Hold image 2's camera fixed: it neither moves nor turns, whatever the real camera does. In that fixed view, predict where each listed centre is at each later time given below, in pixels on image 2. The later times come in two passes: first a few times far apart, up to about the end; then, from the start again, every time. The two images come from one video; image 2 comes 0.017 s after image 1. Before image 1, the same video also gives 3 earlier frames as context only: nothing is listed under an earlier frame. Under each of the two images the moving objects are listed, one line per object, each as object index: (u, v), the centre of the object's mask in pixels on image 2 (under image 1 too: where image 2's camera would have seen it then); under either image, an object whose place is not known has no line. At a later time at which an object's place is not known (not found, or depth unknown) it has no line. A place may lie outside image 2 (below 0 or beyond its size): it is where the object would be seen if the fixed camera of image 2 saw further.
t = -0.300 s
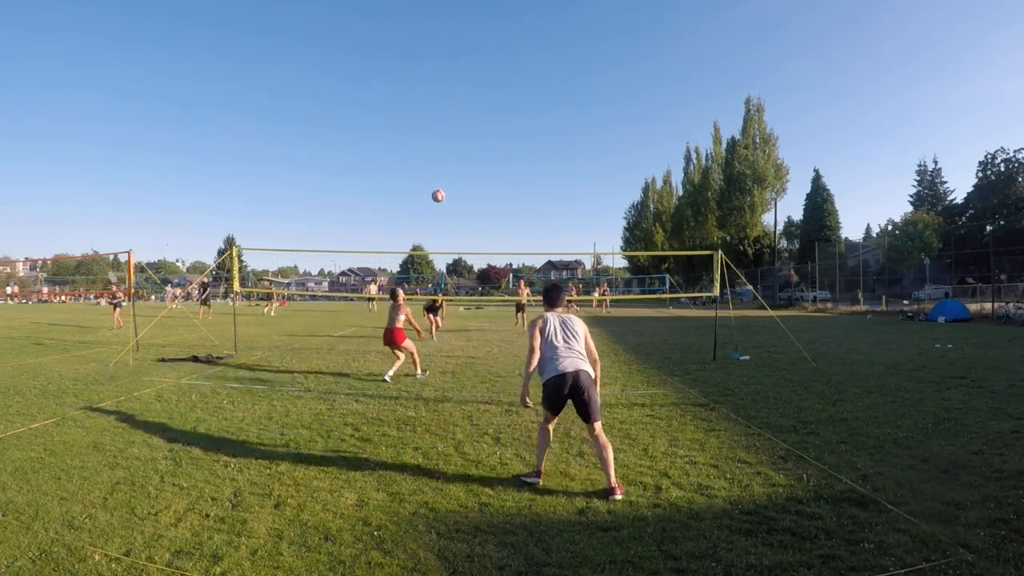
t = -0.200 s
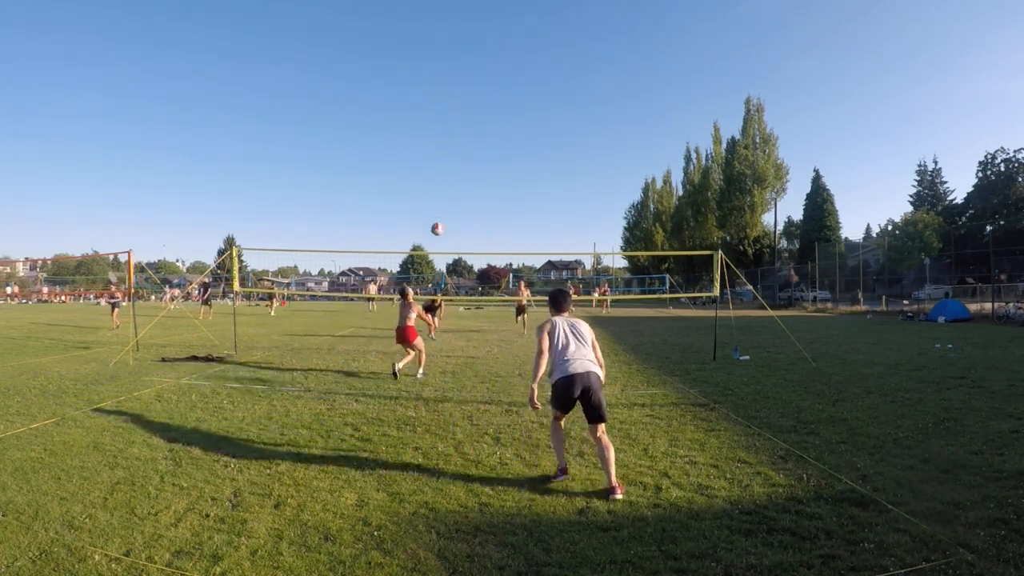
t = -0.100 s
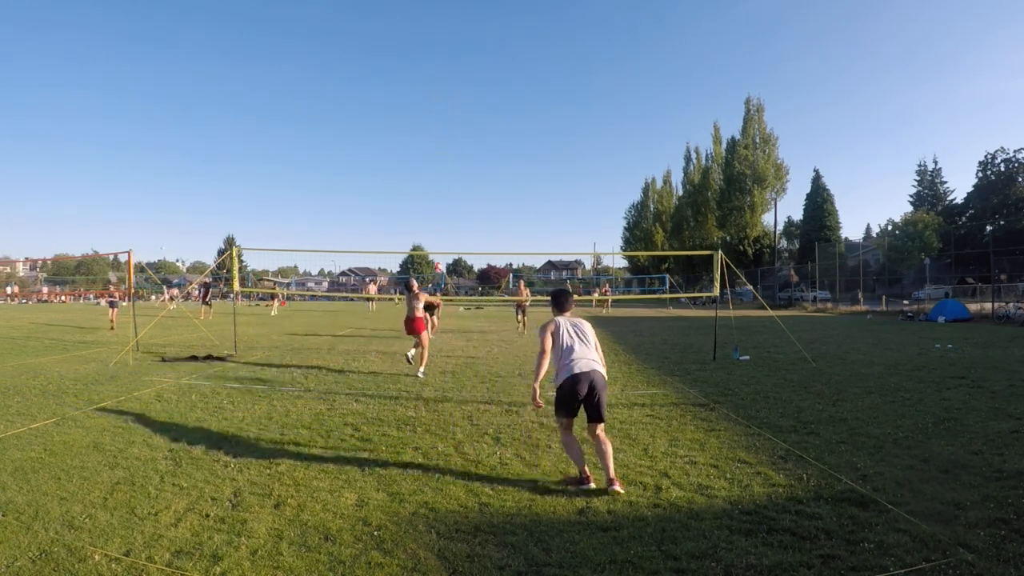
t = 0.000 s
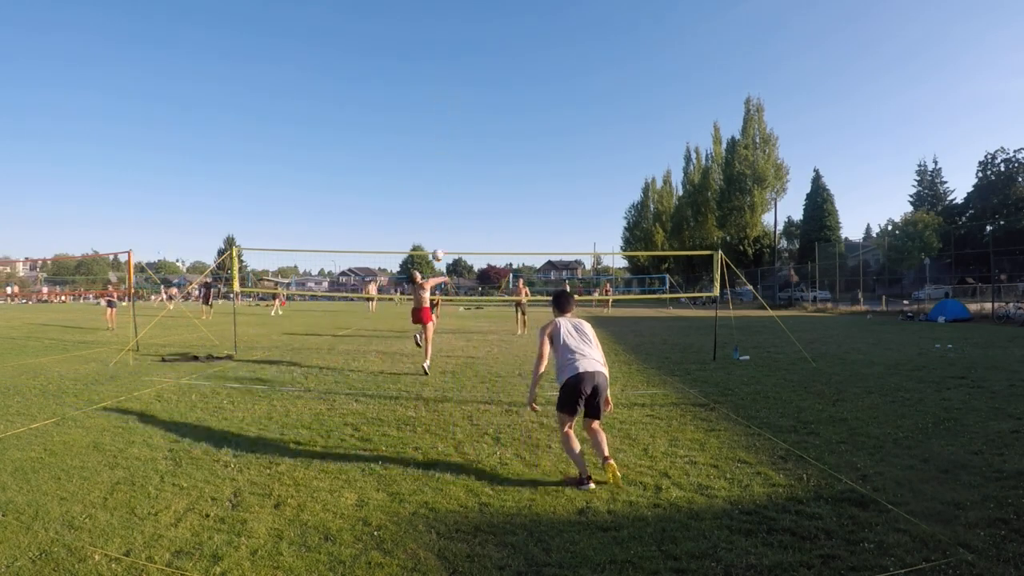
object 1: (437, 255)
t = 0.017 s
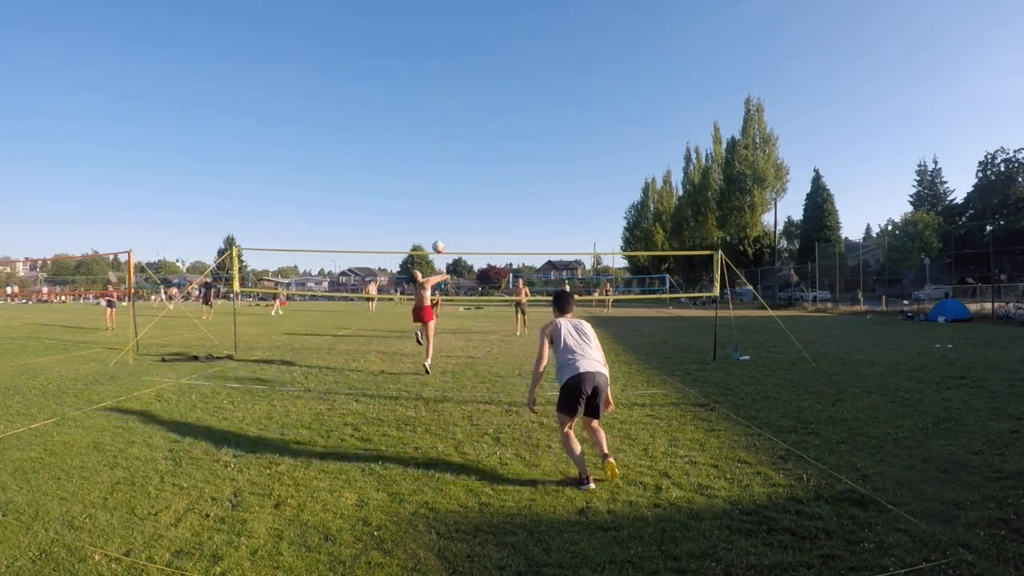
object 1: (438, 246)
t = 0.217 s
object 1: (443, 159)
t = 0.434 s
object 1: (448, 93)
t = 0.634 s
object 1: (451, 57)
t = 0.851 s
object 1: (454, 42)
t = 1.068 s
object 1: (456, 50)
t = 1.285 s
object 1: (457, 84)
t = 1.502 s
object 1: (458, 148)
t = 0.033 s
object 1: (438, 238)
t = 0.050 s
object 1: (439, 230)
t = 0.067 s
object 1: (439, 222)
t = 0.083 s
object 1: (440, 214)
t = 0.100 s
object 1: (441, 206)
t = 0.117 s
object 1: (441, 199)
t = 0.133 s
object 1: (441, 192)
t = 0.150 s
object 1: (441, 185)
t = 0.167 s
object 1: (442, 178)
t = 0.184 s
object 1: (442, 172)
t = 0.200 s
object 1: (443, 165)
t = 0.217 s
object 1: (443, 159)
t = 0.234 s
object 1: (444, 153)
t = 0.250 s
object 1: (444, 147)
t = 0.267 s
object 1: (444, 141)
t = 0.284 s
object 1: (445, 135)
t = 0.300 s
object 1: (445, 130)
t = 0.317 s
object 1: (445, 125)
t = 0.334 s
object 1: (446, 120)
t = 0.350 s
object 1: (447, 115)
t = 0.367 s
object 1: (447, 110)
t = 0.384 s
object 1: (447, 106)
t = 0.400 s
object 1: (447, 101)
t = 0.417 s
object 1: (448, 97)
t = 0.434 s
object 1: (448, 93)
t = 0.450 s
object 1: (448, 89)
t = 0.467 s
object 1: (448, 86)
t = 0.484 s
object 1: (449, 82)
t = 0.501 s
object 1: (449, 79)
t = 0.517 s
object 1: (449, 76)
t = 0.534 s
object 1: (449, 73)
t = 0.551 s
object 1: (450, 70)
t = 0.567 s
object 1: (450, 67)
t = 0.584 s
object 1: (450, 64)
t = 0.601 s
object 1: (451, 62)
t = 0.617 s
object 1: (451, 60)
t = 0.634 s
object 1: (451, 57)
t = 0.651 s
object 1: (451, 55)
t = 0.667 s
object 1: (451, 54)
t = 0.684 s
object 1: (452, 52)
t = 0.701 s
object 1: (452, 50)
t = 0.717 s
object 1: (452, 49)
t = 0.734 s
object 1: (452, 47)
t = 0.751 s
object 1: (452, 46)
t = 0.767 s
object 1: (453, 45)
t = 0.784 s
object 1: (453, 45)
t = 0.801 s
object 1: (453, 44)
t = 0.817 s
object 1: (453, 43)
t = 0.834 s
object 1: (454, 43)
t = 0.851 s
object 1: (454, 42)
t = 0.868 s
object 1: (454, 42)
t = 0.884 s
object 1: (454, 42)
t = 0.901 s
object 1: (454, 42)
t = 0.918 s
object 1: (454, 42)
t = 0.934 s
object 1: (455, 43)
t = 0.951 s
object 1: (455, 43)
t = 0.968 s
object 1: (455, 44)
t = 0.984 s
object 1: (455, 44)
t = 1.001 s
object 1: (455, 45)
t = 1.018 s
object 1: (455, 46)
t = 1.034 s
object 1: (455, 48)
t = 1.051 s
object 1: (455, 49)
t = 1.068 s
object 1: (456, 50)
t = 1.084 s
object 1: (456, 52)
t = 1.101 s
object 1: (456, 54)
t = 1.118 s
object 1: (456, 56)
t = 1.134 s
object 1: (456, 58)
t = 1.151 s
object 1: (456, 60)
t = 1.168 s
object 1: (456, 63)
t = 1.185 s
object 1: (456, 65)
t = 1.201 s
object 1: (456, 68)
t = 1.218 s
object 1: (456, 71)
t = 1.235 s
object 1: (456, 74)
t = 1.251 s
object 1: (456, 77)
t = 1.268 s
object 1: (457, 80)
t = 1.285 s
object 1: (457, 84)
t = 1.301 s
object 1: (457, 88)
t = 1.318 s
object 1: (457, 92)
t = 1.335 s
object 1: (457, 96)
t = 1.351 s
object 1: (457, 100)
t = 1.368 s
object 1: (457, 105)
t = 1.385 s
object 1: (457, 109)
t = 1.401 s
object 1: (457, 114)
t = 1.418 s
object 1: (457, 119)
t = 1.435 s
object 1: (457, 124)
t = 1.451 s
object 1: (458, 130)
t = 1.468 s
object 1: (458, 136)
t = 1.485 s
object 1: (458, 141)
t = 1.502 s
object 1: (458, 148)
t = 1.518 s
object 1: (458, 154)
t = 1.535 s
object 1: (458, 160)
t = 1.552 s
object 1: (458, 167)
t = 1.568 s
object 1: (458, 174)
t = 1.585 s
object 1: (458, 181)
